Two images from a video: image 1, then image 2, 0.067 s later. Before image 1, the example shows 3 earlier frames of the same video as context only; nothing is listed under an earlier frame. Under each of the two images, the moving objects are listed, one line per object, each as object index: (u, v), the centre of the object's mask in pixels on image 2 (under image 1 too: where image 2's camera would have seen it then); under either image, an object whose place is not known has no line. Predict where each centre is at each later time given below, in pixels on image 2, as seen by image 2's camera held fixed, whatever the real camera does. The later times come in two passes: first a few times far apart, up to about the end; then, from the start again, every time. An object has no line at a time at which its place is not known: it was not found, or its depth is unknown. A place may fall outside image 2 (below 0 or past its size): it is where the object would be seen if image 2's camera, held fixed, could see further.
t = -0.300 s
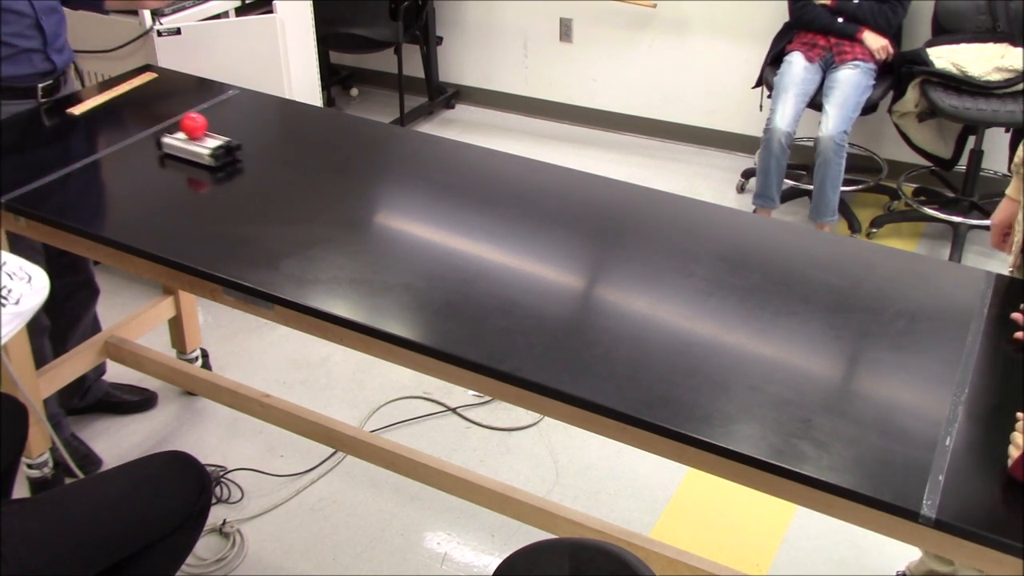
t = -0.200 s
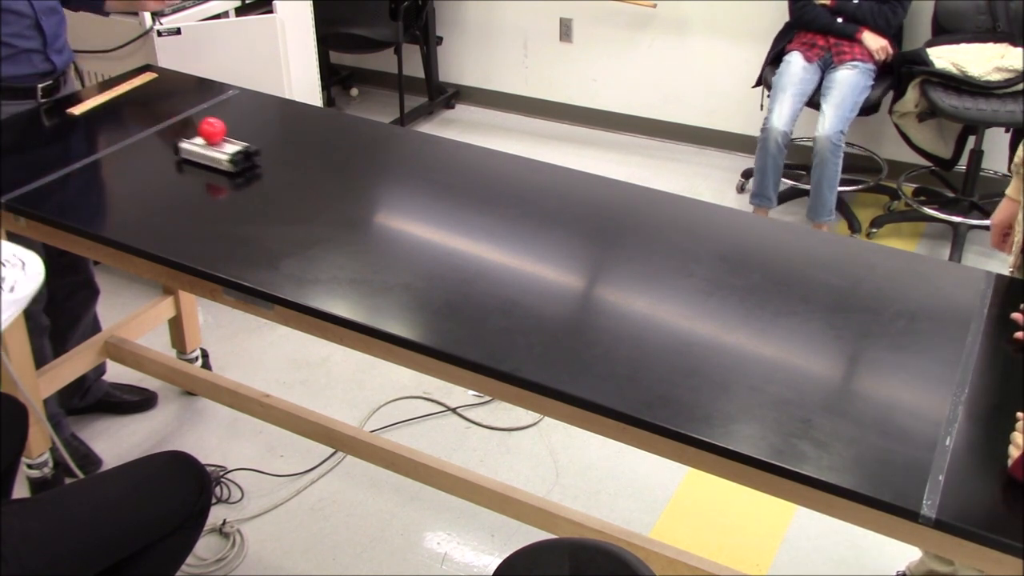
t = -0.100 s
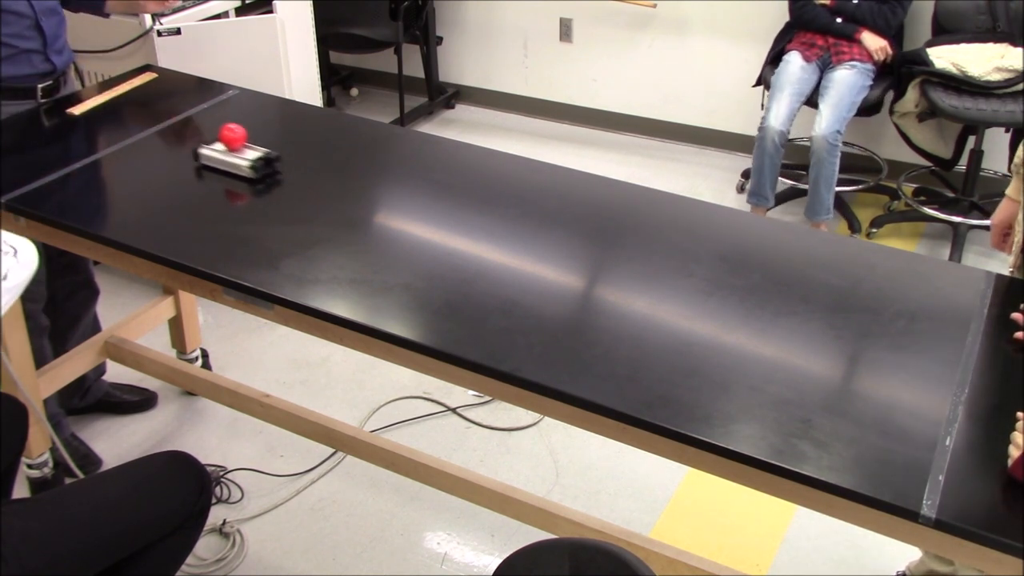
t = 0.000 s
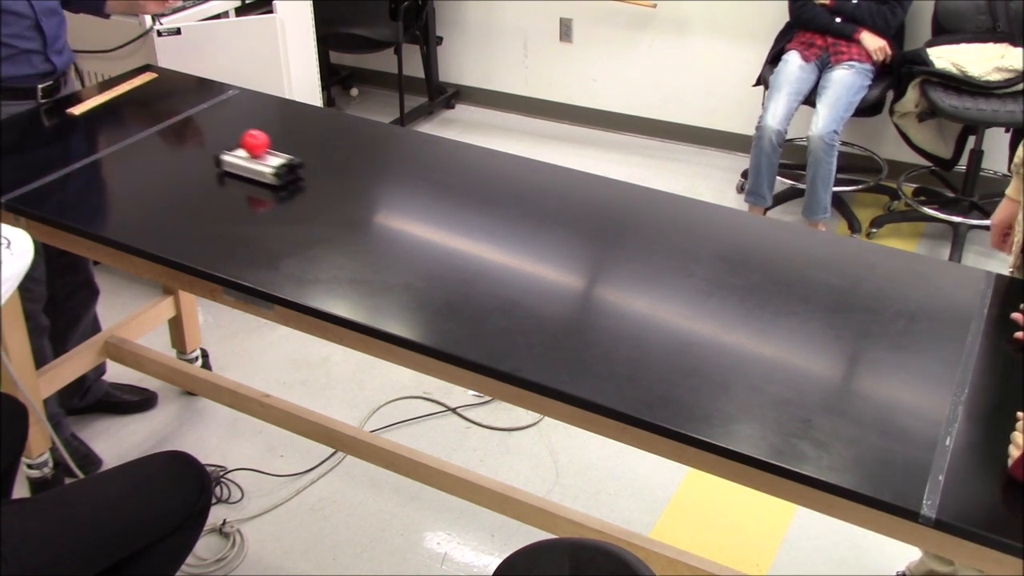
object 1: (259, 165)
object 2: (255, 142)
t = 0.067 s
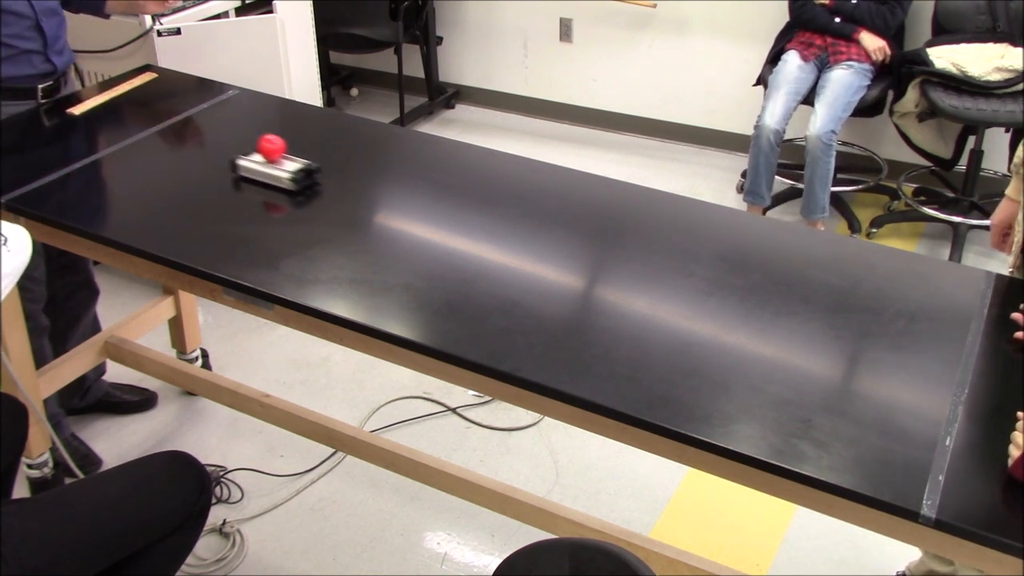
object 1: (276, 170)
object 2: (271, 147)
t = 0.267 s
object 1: (331, 187)
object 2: (326, 163)
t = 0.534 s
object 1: (424, 214)
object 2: (418, 190)
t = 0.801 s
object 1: (541, 248)
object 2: (538, 223)
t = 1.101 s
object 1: (711, 297)
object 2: (712, 271)
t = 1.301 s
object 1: (853, 338)
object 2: (857, 311)
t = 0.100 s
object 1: (284, 173)
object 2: (280, 149)
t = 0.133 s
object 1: (293, 175)
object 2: (289, 152)
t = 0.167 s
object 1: (303, 178)
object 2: (297, 154)
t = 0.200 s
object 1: (312, 181)
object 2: (307, 157)
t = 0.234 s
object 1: (321, 183)
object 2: (317, 160)
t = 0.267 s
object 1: (331, 187)
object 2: (326, 163)
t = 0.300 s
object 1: (342, 190)
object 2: (337, 166)
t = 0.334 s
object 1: (352, 193)
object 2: (347, 169)
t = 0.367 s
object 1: (363, 196)
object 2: (358, 172)
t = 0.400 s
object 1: (375, 200)
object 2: (369, 175)
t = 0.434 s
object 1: (387, 203)
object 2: (381, 179)
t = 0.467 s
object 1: (399, 207)
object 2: (393, 183)
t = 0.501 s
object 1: (411, 210)
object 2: (406, 186)
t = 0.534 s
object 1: (424, 214)
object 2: (418, 190)
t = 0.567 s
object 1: (438, 218)
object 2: (432, 194)
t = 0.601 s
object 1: (451, 222)
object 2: (445, 197)
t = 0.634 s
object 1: (464, 225)
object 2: (460, 201)
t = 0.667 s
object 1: (479, 230)
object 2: (474, 206)
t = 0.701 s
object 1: (493, 234)
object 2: (489, 210)
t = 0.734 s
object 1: (509, 239)
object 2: (505, 214)
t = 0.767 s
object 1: (524, 243)
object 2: (522, 219)
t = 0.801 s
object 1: (541, 248)
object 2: (538, 223)
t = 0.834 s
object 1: (558, 253)
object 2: (555, 228)
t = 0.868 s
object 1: (574, 257)
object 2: (573, 233)
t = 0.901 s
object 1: (591, 262)
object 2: (590, 238)
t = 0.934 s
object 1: (611, 268)
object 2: (610, 242)
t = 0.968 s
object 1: (629, 273)
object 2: (629, 248)
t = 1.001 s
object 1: (648, 278)
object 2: (649, 254)
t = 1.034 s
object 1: (668, 285)
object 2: (669, 259)
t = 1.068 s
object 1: (690, 291)
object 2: (690, 265)
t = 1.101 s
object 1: (711, 297)
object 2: (712, 271)
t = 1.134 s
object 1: (733, 303)
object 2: (735, 278)
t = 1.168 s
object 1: (756, 309)
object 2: (757, 284)
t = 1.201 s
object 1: (779, 316)
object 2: (782, 290)
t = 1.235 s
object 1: (803, 323)
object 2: (807, 297)
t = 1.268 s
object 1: (828, 330)
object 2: (832, 304)
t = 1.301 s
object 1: (853, 338)
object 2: (857, 311)
